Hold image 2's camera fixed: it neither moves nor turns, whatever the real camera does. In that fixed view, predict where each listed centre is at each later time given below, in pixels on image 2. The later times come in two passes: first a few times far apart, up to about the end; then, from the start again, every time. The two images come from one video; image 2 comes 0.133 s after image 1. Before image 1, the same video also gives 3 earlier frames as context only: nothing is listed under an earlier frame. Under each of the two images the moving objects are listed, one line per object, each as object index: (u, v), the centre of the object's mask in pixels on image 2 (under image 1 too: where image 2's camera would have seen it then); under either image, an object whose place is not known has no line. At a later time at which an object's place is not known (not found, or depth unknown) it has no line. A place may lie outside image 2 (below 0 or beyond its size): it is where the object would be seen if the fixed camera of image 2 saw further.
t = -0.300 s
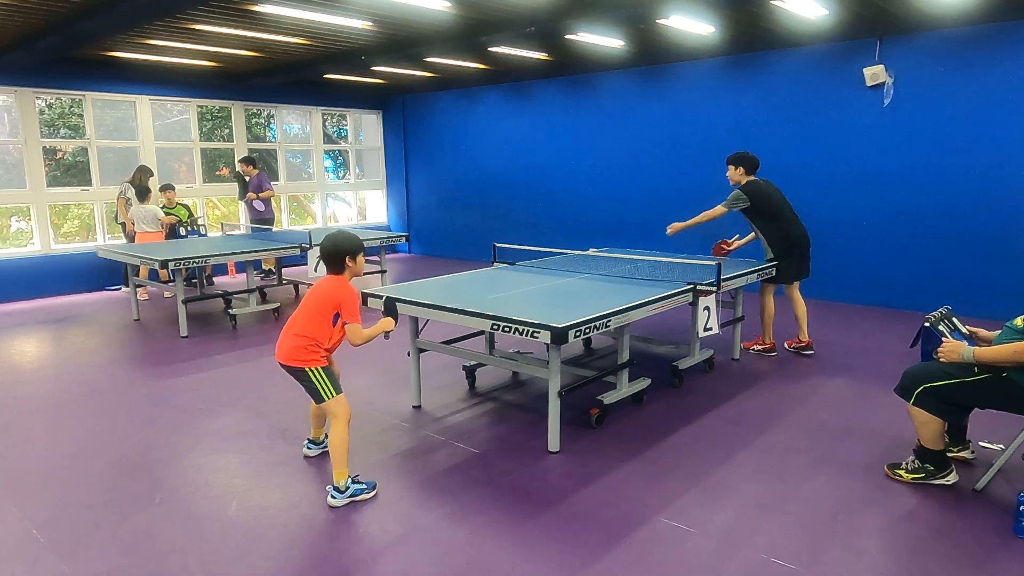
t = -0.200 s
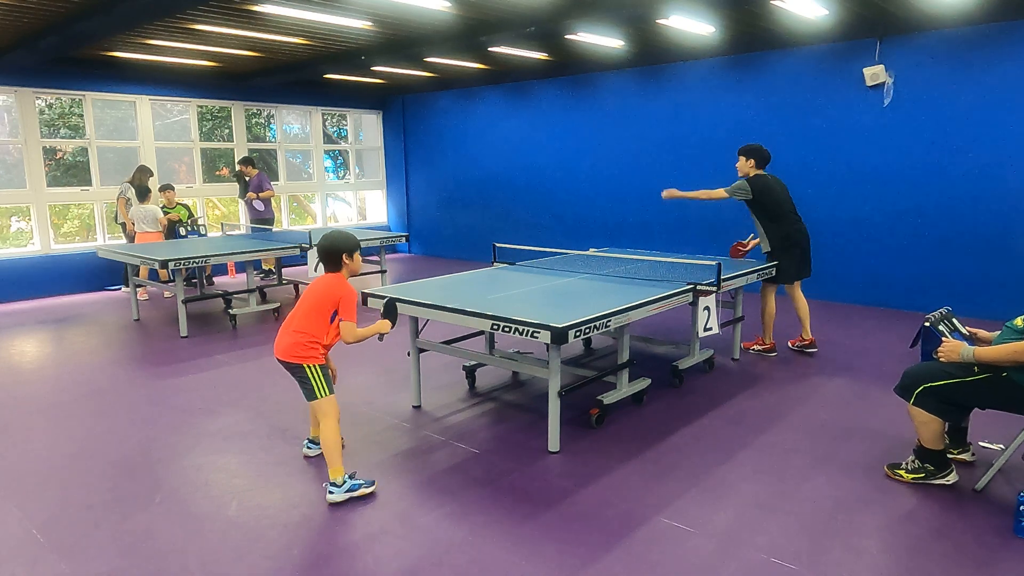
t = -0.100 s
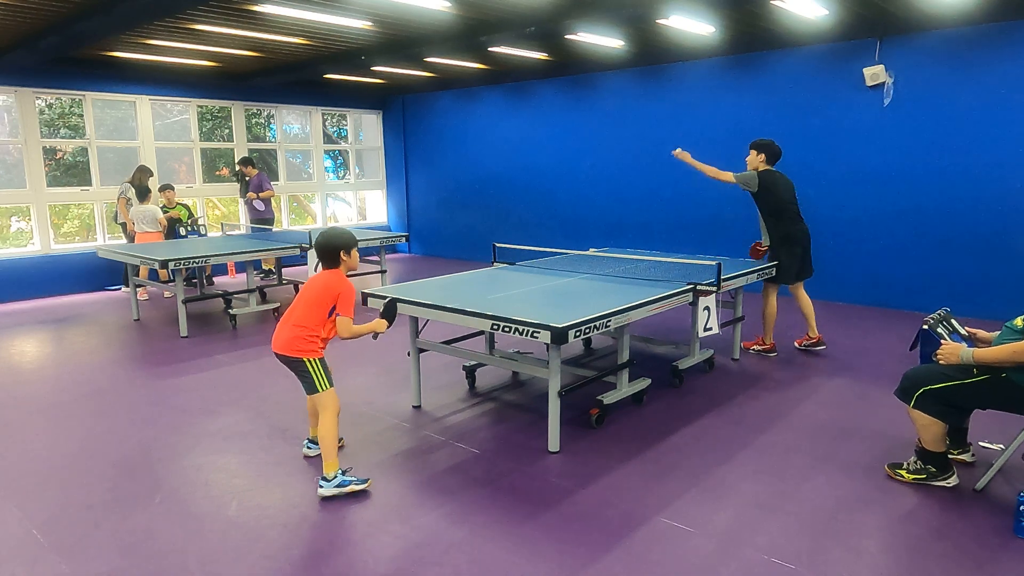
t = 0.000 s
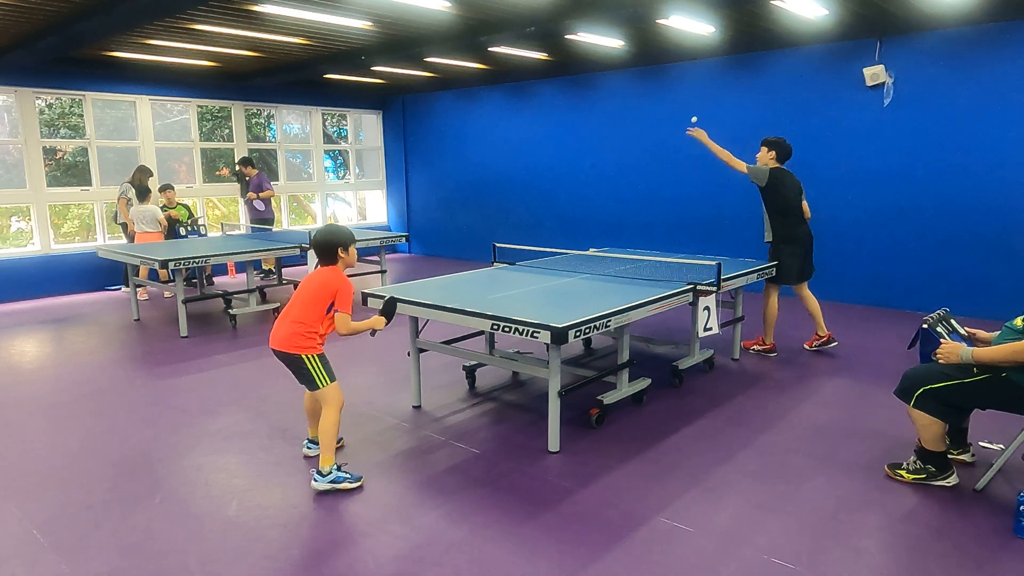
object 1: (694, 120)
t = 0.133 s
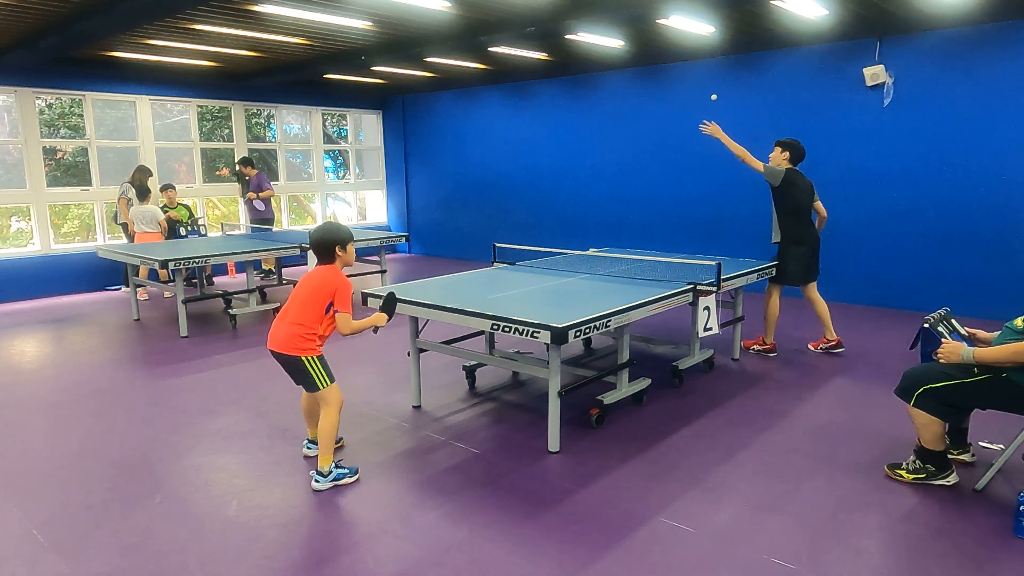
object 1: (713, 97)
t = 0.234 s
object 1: (728, 95)
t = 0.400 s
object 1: (749, 119)
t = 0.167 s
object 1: (718, 95)
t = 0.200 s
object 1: (723, 94)
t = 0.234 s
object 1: (728, 95)
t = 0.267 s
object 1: (732, 97)
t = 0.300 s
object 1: (737, 101)
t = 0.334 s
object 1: (741, 105)
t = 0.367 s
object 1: (745, 112)
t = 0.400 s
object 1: (749, 119)
